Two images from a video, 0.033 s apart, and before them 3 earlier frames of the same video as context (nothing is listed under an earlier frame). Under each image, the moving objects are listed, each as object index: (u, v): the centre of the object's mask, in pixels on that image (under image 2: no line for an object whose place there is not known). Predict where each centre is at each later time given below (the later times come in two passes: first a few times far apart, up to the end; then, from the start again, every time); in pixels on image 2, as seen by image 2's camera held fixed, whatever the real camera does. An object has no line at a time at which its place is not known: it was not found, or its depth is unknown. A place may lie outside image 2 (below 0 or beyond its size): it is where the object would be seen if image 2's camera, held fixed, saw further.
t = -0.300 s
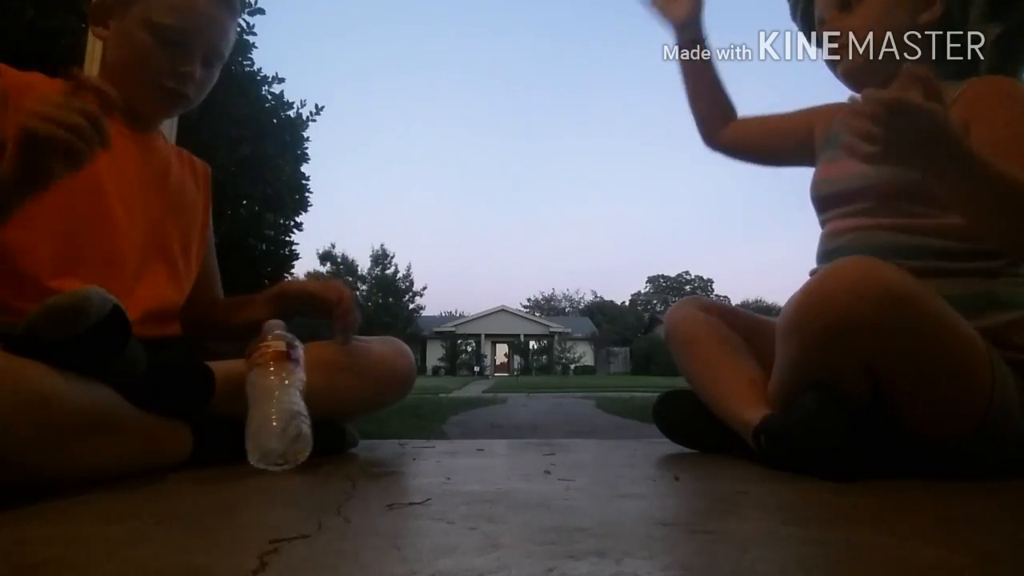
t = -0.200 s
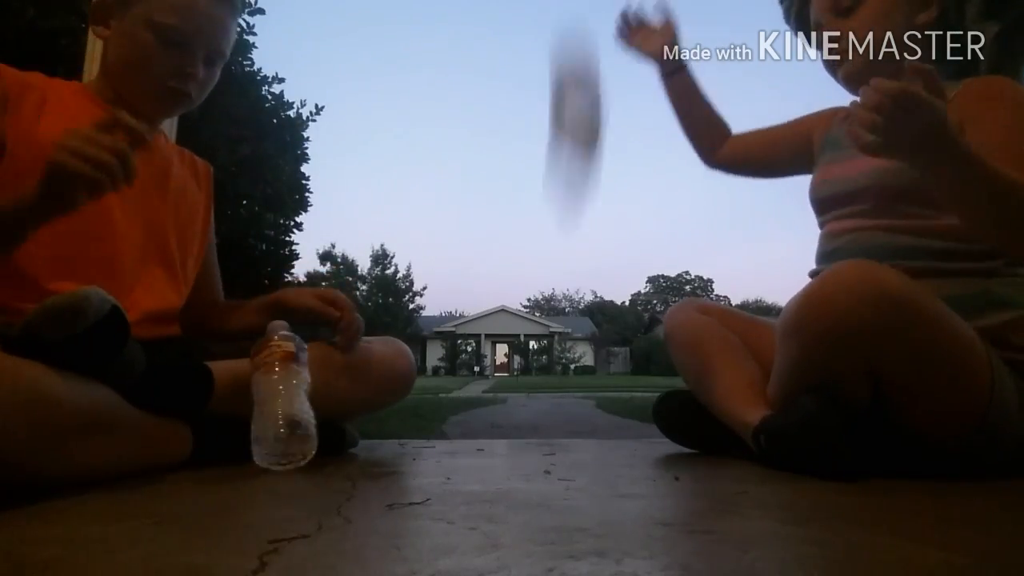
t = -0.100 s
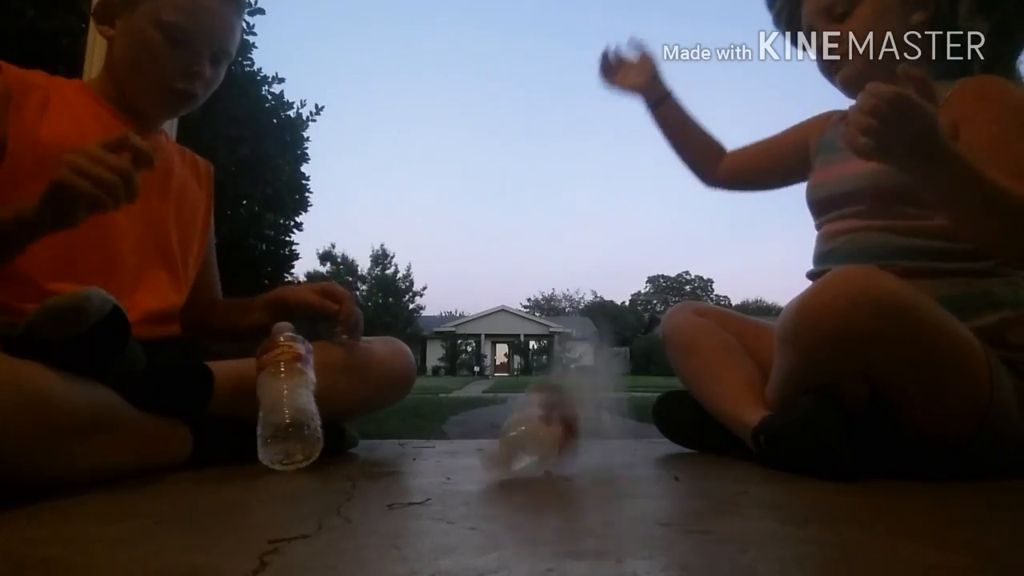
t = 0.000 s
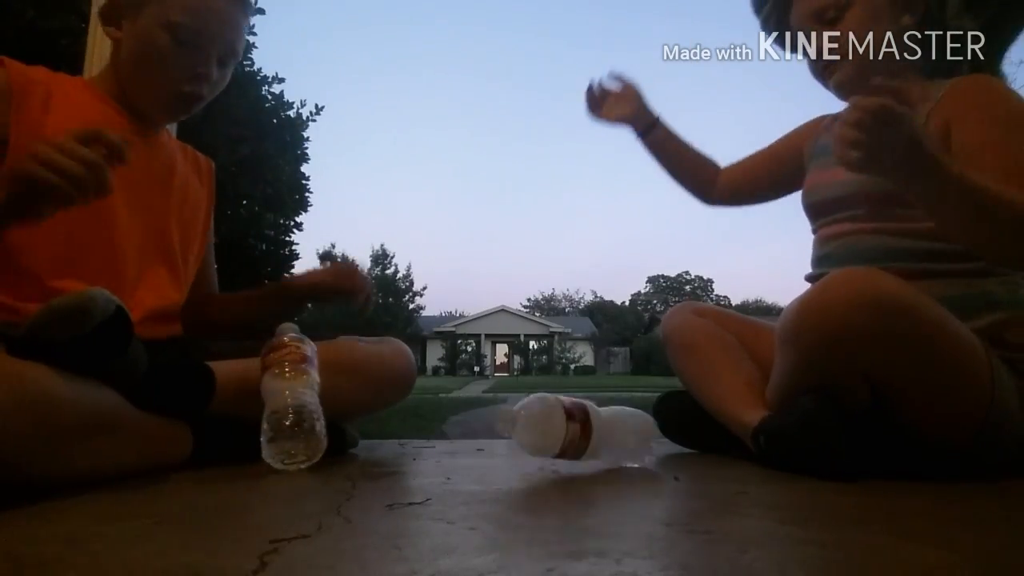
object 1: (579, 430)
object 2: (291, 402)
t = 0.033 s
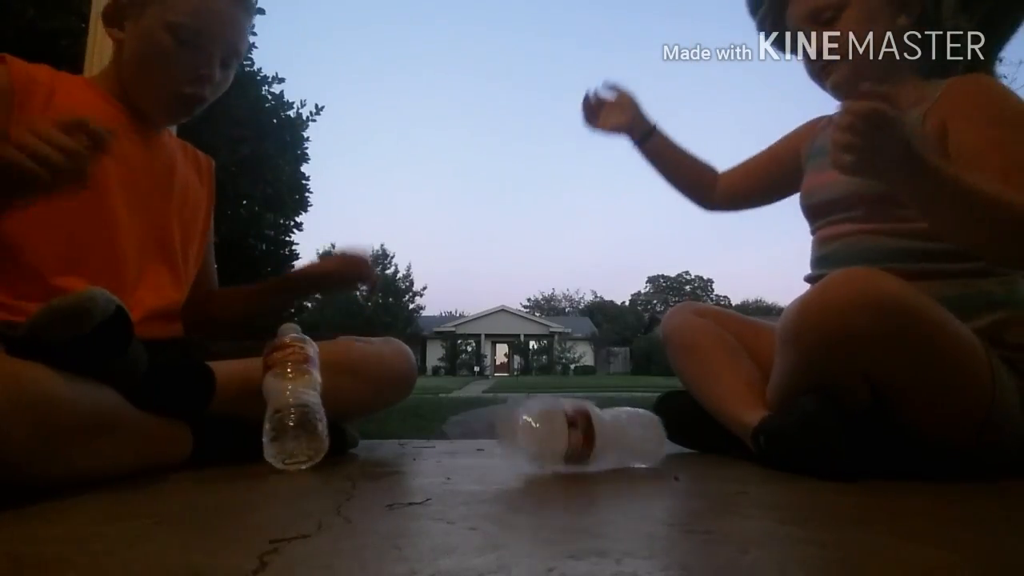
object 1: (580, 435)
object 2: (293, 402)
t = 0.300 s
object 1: (588, 440)
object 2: (318, 405)
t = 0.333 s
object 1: (588, 440)
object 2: (322, 405)
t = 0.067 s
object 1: (586, 440)
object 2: (296, 402)
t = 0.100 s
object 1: (587, 440)
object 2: (299, 403)
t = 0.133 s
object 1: (588, 440)
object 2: (302, 403)
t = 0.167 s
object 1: (589, 440)
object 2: (304, 403)
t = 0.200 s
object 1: (589, 440)
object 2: (307, 403)
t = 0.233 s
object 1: (589, 440)
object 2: (310, 404)
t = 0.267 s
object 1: (588, 440)
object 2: (314, 405)
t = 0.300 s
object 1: (588, 440)
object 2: (318, 405)
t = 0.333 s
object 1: (588, 440)
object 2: (322, 405)
